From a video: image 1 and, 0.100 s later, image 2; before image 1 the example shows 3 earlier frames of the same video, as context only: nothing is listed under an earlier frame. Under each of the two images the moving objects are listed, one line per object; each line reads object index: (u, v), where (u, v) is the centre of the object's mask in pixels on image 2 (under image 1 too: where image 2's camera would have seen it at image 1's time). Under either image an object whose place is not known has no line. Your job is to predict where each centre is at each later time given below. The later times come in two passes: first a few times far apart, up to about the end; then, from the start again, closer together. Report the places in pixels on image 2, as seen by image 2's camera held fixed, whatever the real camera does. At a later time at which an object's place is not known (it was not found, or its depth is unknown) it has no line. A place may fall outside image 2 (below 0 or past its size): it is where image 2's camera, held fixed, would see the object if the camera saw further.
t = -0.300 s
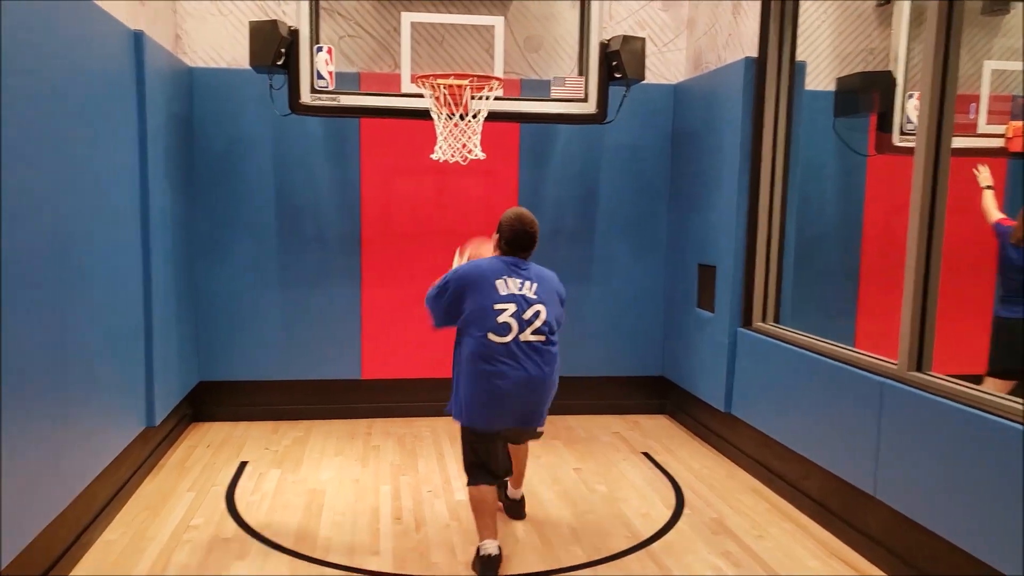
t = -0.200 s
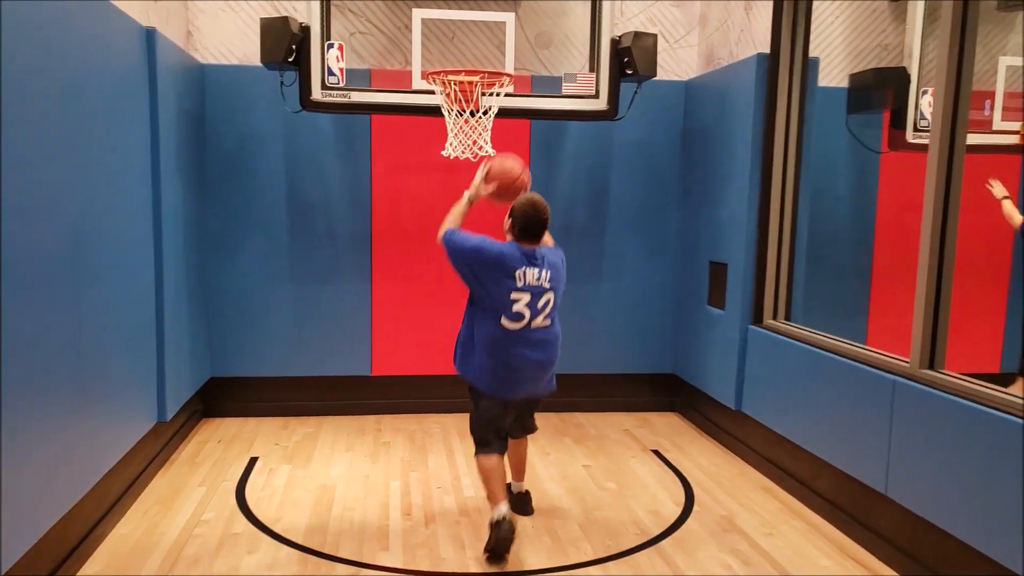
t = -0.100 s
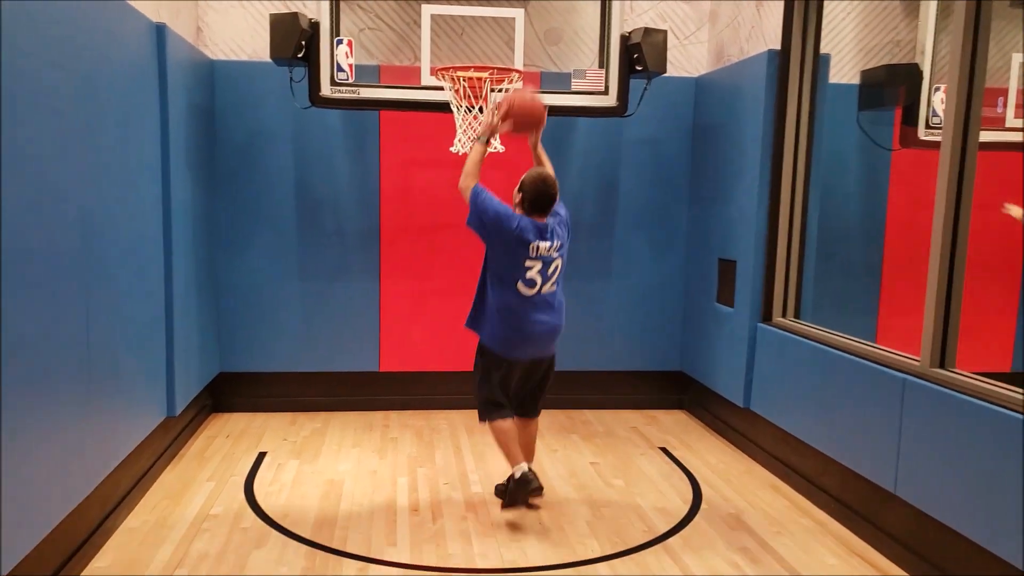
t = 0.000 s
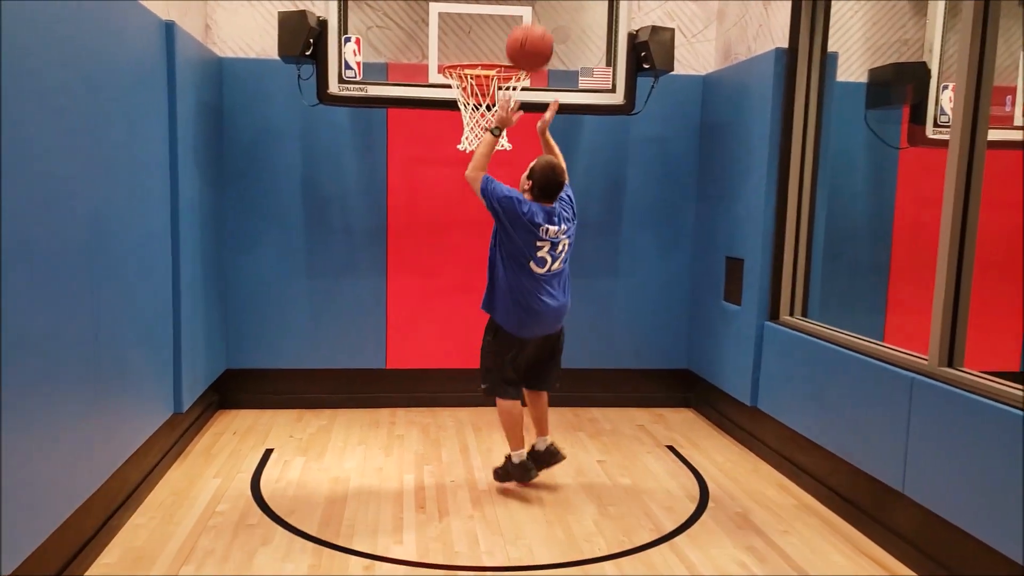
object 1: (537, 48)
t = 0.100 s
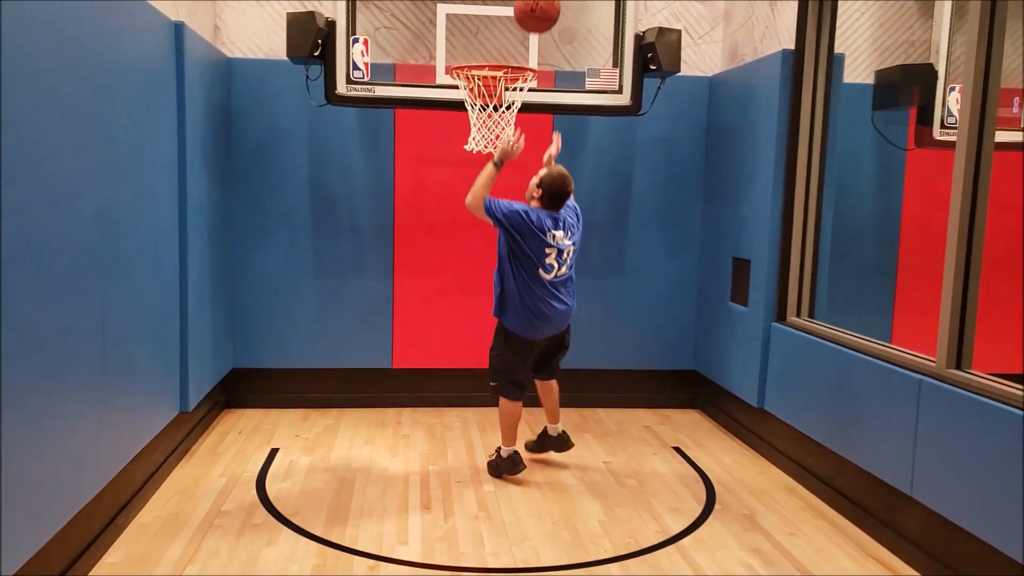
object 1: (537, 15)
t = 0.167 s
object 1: (536, 7)
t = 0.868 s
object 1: (500, 58)
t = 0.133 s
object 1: (536, 10)
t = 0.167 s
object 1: (536, 7)
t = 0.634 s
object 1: (522, 43)
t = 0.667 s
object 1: (520, 45)
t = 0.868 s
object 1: (500, 58)
